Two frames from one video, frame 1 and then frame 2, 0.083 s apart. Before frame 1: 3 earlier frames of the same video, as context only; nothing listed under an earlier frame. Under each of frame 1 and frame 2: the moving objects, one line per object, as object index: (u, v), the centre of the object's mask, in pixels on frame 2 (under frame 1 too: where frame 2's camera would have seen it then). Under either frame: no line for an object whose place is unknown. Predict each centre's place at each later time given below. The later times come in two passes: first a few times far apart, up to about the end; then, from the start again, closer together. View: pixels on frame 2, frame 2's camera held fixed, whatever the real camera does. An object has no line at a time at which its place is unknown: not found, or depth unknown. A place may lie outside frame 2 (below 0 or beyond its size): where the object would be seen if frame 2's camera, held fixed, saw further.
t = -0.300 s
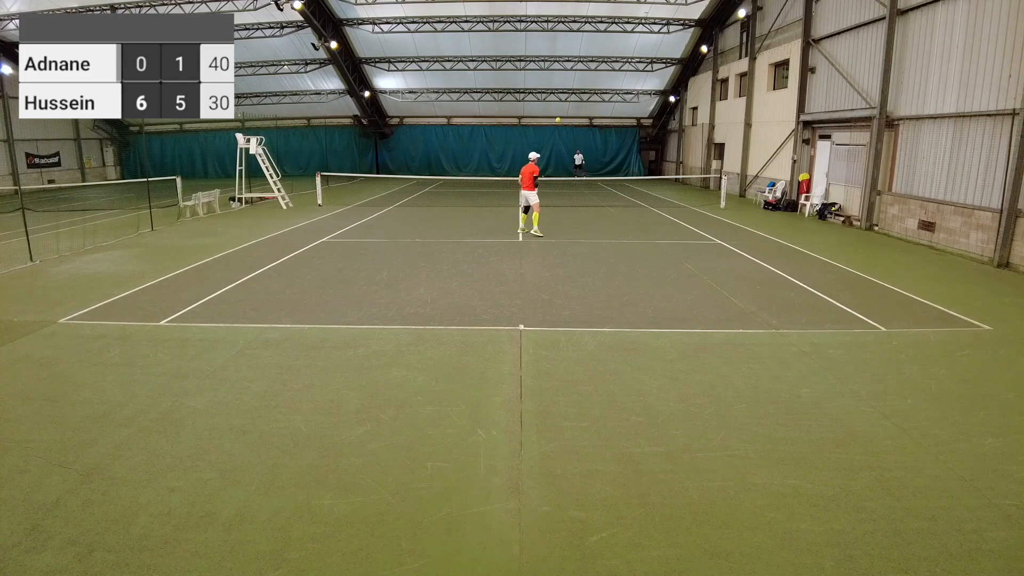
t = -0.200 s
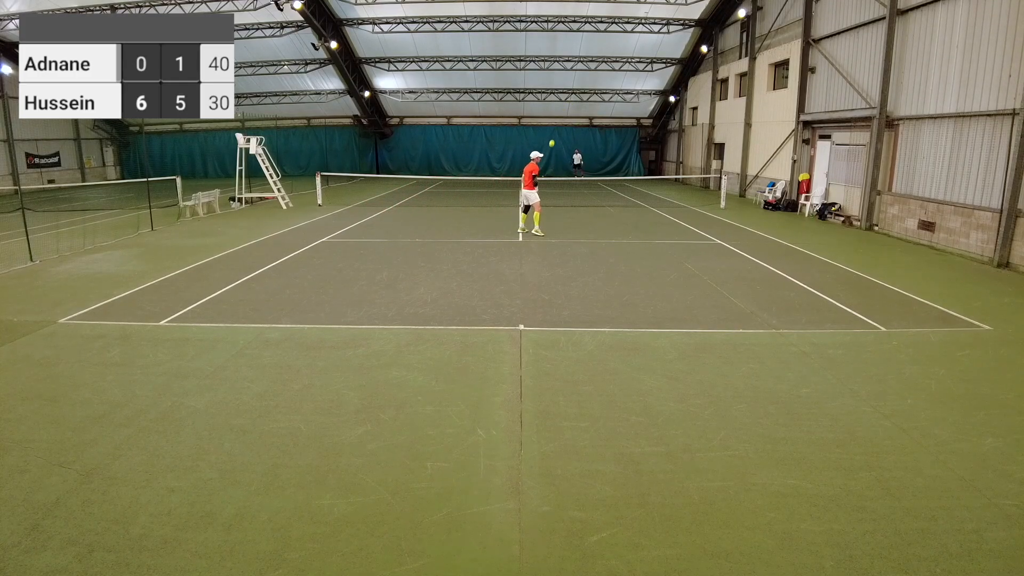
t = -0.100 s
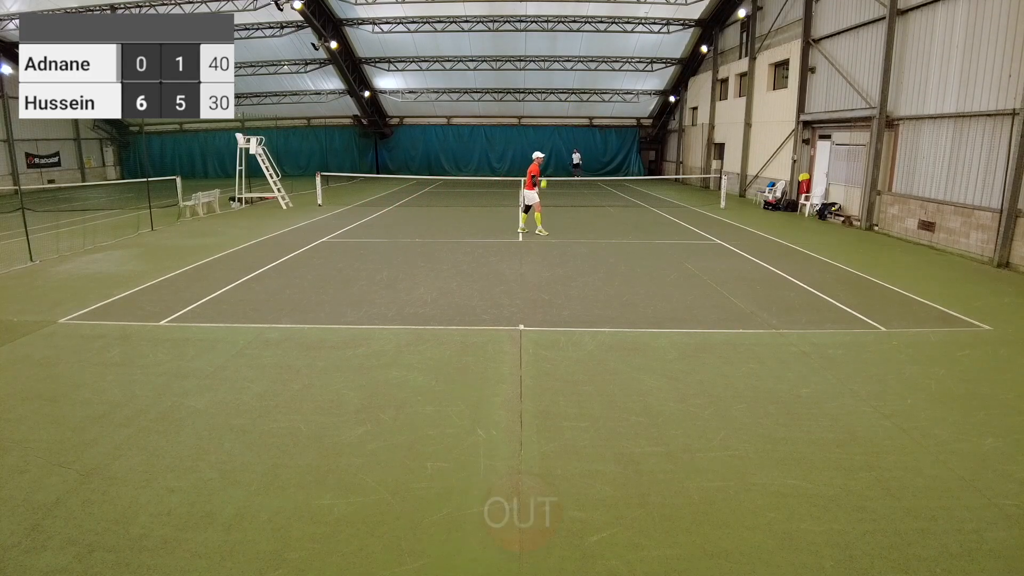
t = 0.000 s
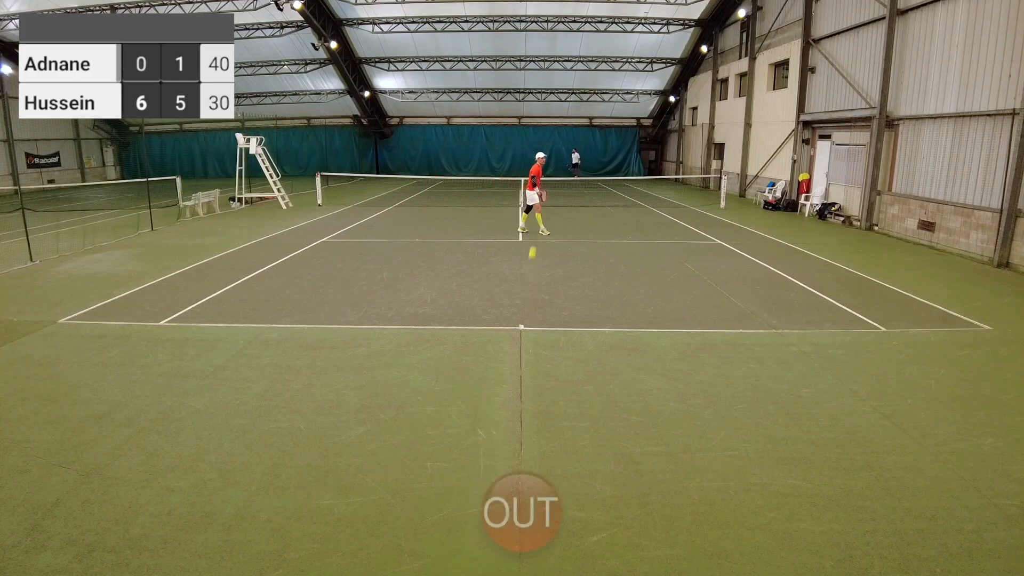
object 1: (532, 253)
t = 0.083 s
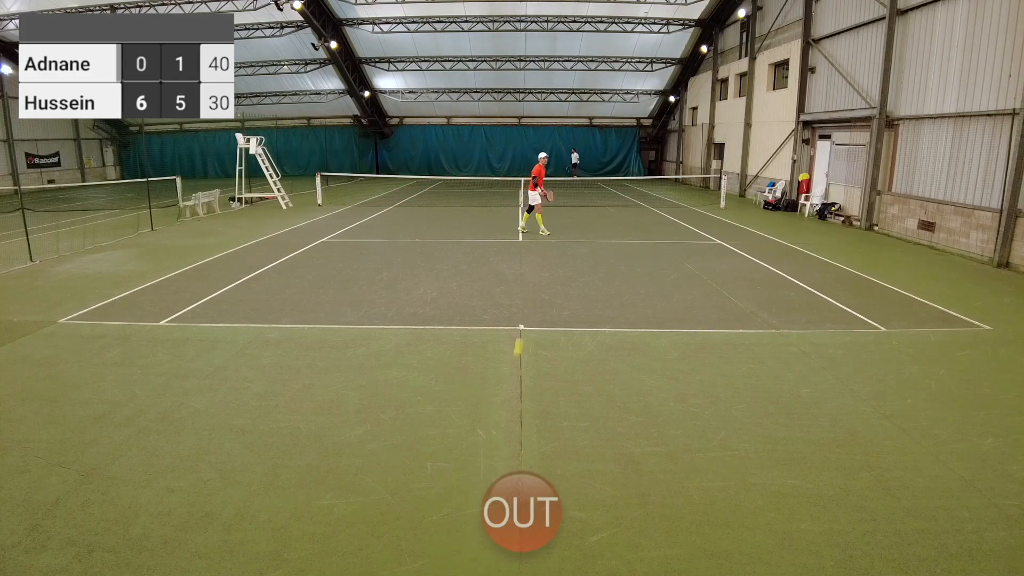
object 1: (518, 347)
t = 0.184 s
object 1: (502, 400)
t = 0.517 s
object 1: (329, 521)
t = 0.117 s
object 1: (511, 401)
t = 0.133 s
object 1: (508, 410)
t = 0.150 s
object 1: (507, 407)
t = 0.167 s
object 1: (505, 403)
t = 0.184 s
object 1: (502, 400)
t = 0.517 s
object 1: (329, 521)
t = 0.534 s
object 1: (296, 556)
